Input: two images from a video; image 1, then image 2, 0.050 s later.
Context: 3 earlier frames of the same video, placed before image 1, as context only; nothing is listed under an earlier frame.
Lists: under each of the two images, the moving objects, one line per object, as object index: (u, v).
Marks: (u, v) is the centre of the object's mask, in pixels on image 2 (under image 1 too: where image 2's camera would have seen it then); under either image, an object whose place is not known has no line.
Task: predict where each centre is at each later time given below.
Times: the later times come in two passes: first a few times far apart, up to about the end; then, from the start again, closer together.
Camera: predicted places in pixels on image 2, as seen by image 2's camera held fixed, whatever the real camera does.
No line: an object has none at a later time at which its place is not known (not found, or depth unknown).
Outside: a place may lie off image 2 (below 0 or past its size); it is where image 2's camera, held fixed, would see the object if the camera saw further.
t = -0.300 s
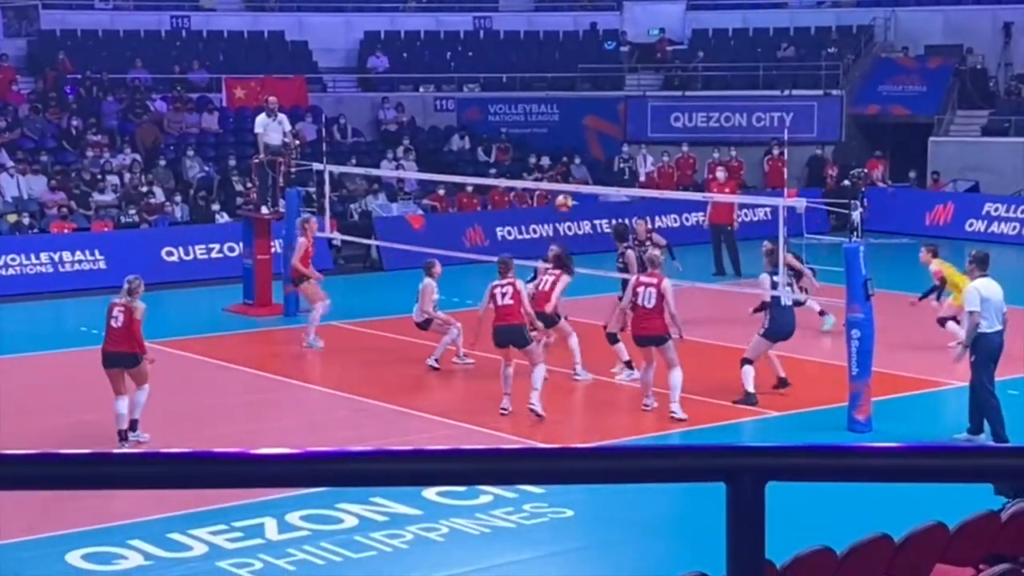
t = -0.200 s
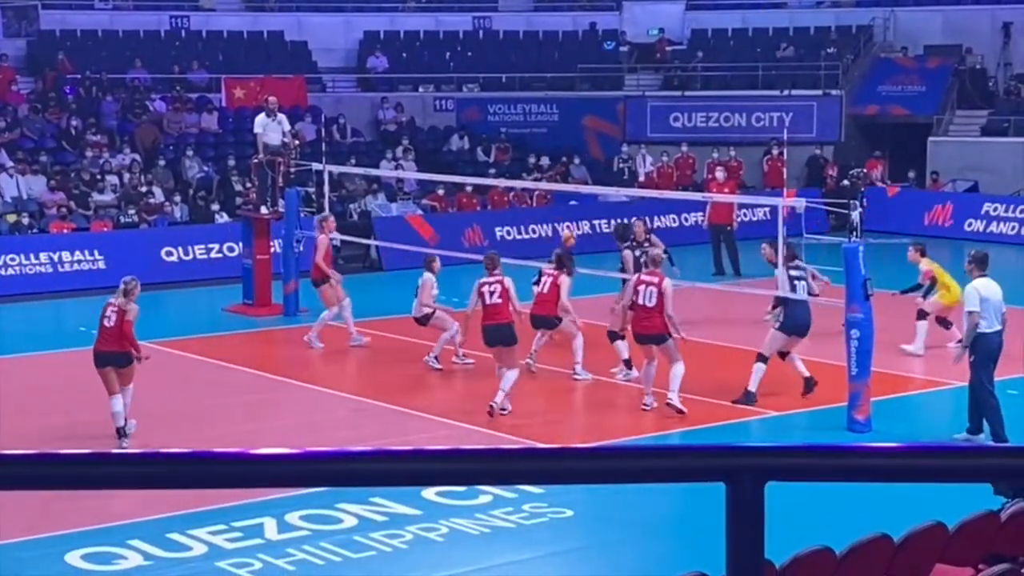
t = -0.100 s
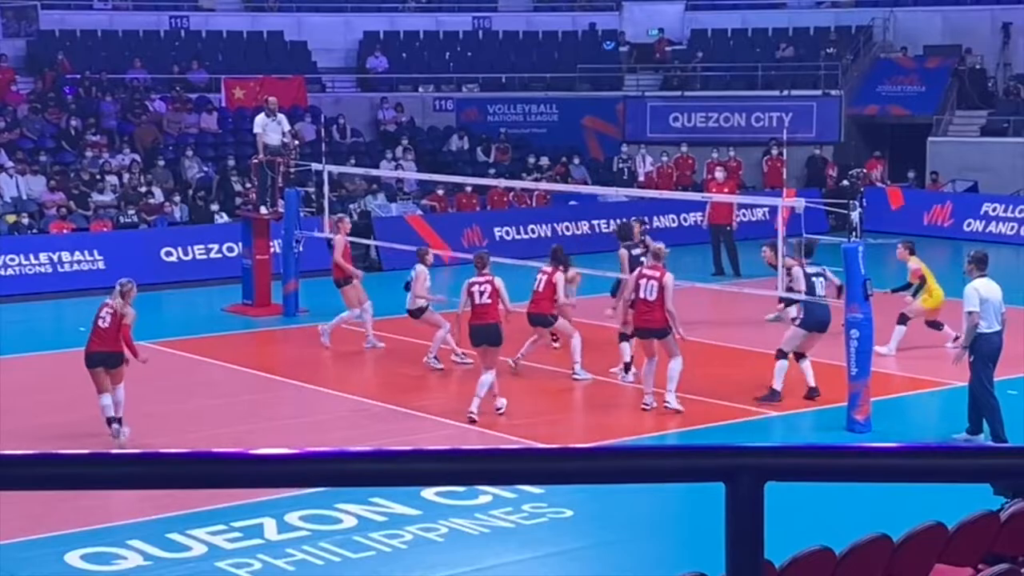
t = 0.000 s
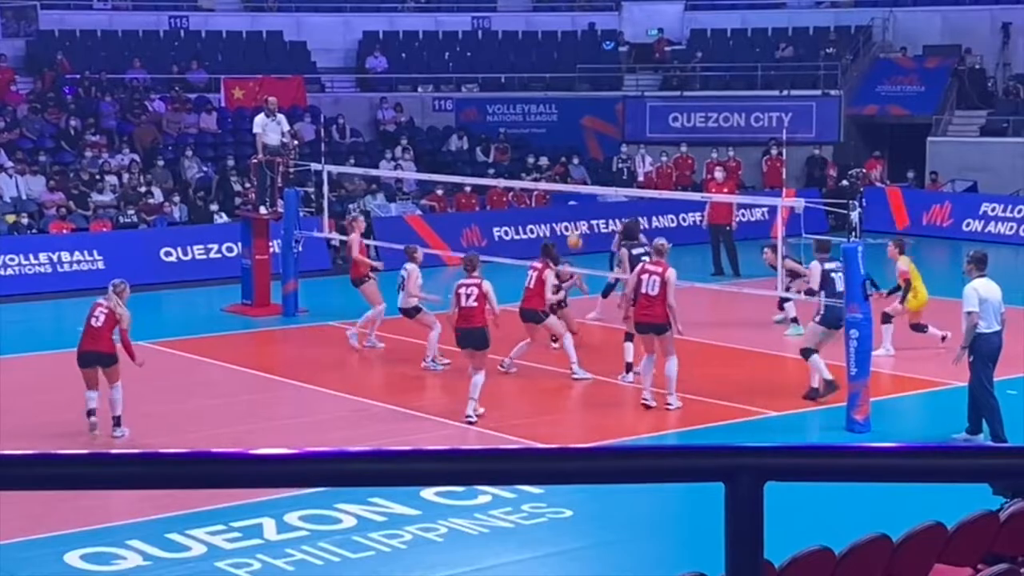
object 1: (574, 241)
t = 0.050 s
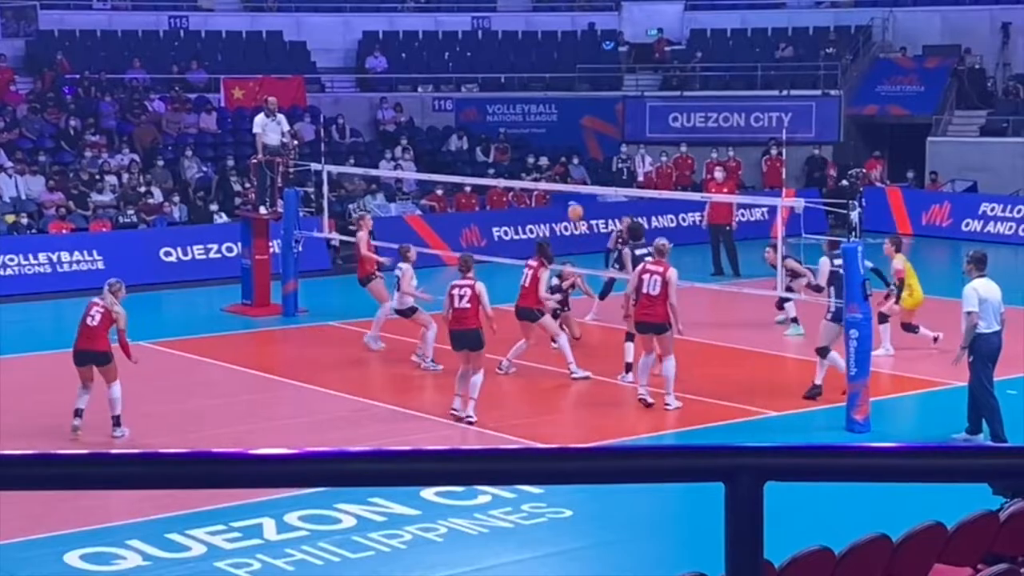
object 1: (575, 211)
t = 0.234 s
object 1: (577, 127)
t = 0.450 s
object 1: (578, 62)
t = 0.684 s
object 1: (579, 35)
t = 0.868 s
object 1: (580, 42)
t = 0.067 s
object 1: (575, 203)
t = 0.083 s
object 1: (575, 197)
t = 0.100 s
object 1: (575, 182)
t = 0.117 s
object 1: (576, 177)
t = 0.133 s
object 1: (576, 171)
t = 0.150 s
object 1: (575, 162)
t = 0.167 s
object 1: (576, 155)
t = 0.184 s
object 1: (576, 148)
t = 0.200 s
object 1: (576, 141)
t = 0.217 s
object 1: (576, 134)
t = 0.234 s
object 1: (577, 127)
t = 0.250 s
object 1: (576, 121)
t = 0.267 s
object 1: (576, 114)
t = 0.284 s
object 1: (577, 109)
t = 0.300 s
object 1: (577, 103)
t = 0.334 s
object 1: (577, 93)
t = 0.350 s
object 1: (577, 87)
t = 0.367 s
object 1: (577, 83)
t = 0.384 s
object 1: (577, 78)
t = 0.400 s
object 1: (577, 74)
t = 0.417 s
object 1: (577, 71)
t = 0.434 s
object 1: (578, 66)
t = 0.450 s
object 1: (578, 62)
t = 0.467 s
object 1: (578, 59)
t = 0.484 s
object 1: (578, 56)
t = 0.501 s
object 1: (578, 53)
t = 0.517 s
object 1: (578, 51)
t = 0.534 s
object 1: (578, 48)
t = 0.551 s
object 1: (578, 46)
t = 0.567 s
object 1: (579, 43)
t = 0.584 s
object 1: (578, 42)
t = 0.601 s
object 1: (578, 40)
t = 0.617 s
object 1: (578, 38)
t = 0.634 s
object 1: (579, 37)
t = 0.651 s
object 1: (579, 36)
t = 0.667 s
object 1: (579, 36)
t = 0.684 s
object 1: (579, 35)
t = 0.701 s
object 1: (579, 35)
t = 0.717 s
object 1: (579, 34)
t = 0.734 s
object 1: (580, 34)
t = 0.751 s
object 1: (579, 35)
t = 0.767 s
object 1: (579, 35)
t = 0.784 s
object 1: (579, 36)
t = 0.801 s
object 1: (580, 36)
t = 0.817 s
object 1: (580, 37)
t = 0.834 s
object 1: (580, 39)
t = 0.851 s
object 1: (580, 40)
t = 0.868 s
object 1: (580, 42)
